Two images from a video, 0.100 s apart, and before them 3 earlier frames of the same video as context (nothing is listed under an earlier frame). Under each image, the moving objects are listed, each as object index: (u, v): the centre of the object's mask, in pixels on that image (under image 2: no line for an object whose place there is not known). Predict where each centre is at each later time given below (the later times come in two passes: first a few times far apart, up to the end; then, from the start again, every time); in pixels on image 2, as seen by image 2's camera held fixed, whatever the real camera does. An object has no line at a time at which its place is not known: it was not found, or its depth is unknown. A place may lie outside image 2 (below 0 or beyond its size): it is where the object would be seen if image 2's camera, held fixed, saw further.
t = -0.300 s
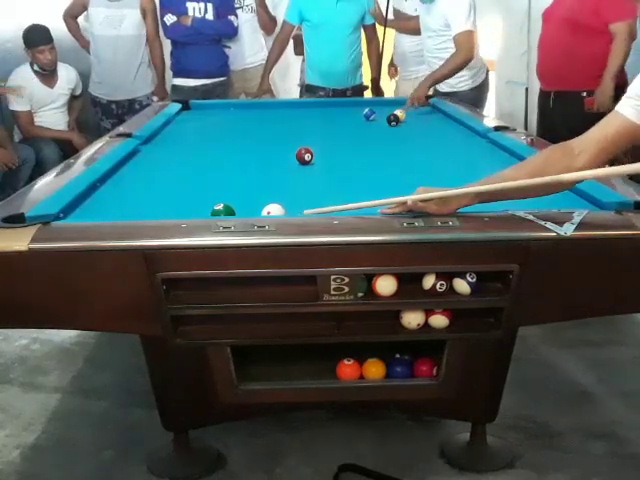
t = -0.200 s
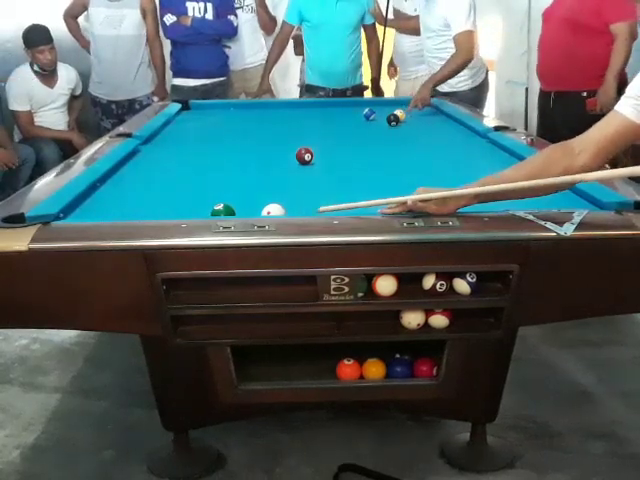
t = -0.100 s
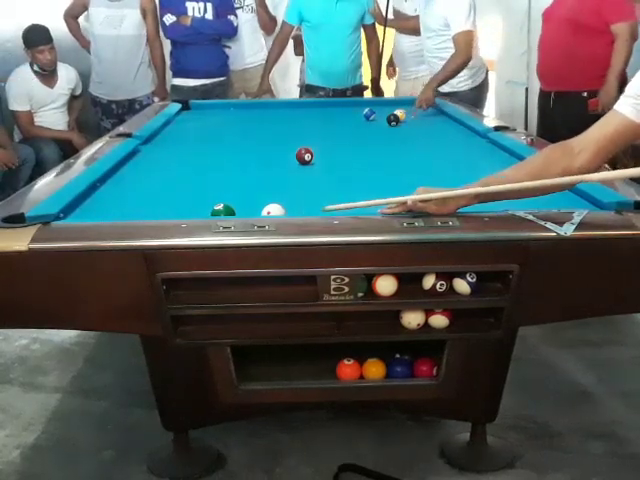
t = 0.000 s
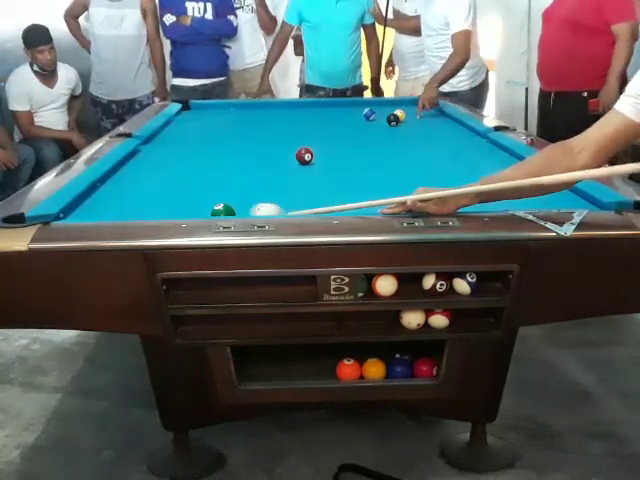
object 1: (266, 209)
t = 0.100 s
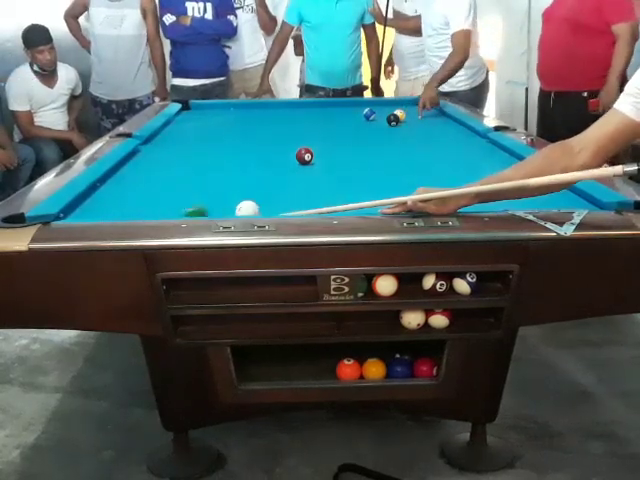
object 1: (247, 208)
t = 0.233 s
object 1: (245, 206)
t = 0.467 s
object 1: (242, 202)
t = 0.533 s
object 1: (242, 200)
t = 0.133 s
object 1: (247, 208)
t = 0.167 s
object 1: (246, 207)
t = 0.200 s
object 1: (246, 207)
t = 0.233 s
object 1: (245, 206)
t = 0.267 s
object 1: (245, 206)
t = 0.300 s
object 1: (244, 205)
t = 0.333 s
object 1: (244, 205)
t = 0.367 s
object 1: (244, 204)
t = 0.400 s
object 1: (243, 204)
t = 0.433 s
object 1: (243, 203)
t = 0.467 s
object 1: (242, 202)
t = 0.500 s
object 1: (242, 201)
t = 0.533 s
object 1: (242, 200)
